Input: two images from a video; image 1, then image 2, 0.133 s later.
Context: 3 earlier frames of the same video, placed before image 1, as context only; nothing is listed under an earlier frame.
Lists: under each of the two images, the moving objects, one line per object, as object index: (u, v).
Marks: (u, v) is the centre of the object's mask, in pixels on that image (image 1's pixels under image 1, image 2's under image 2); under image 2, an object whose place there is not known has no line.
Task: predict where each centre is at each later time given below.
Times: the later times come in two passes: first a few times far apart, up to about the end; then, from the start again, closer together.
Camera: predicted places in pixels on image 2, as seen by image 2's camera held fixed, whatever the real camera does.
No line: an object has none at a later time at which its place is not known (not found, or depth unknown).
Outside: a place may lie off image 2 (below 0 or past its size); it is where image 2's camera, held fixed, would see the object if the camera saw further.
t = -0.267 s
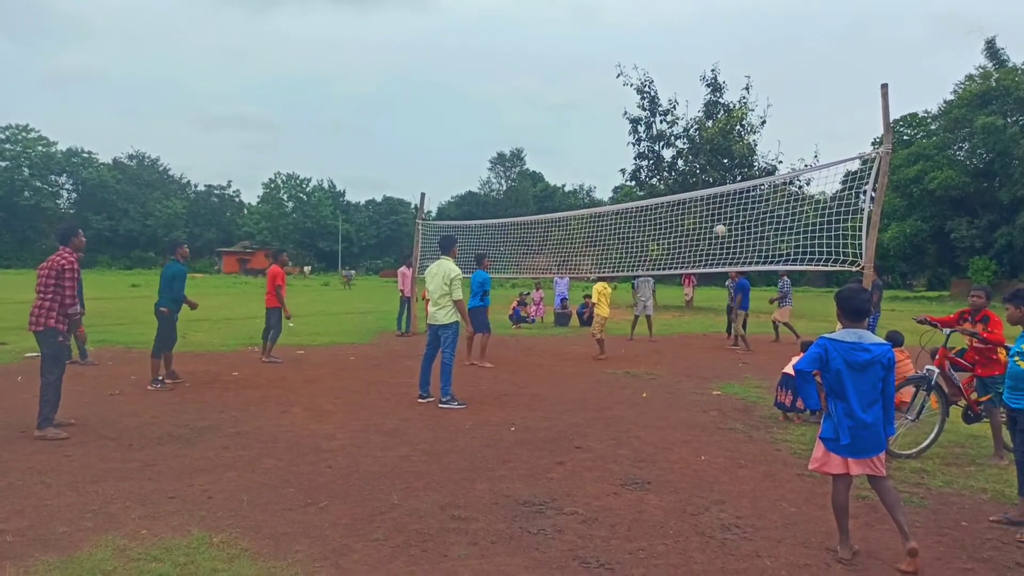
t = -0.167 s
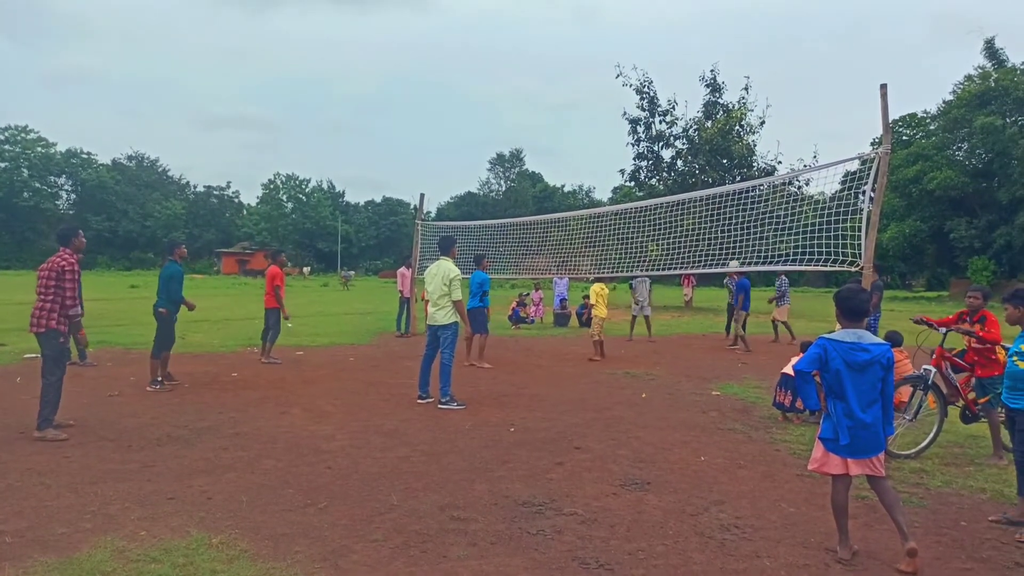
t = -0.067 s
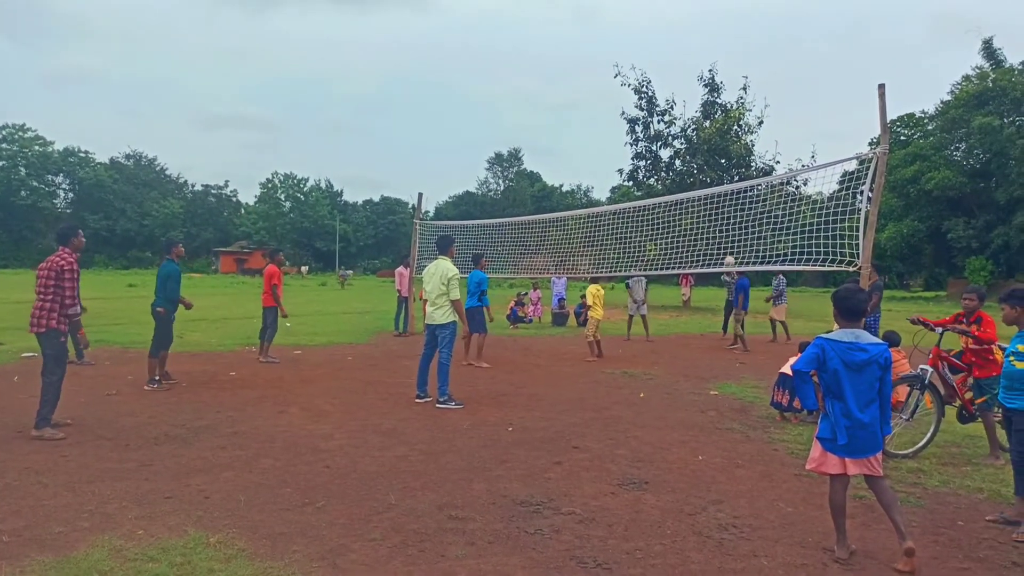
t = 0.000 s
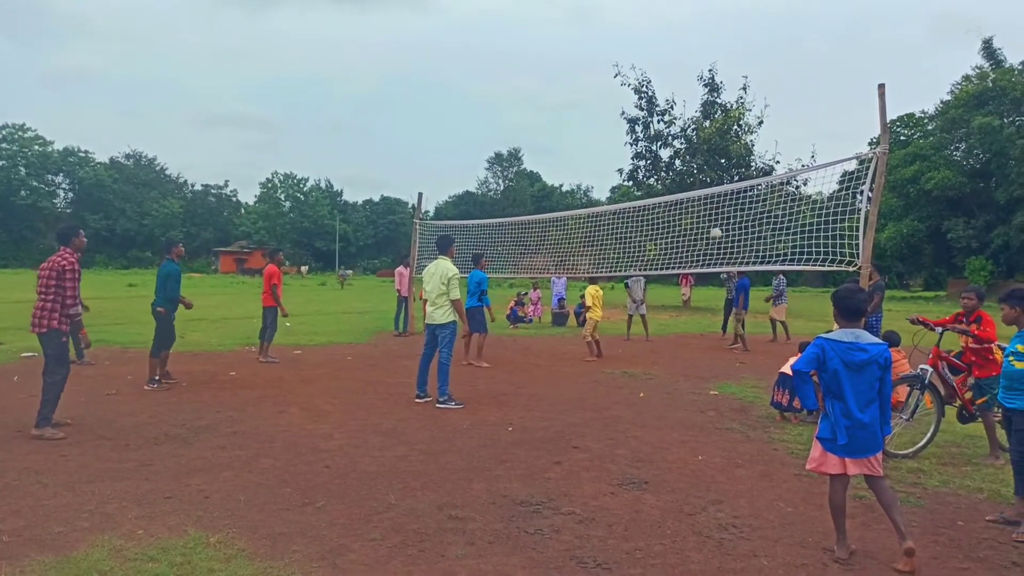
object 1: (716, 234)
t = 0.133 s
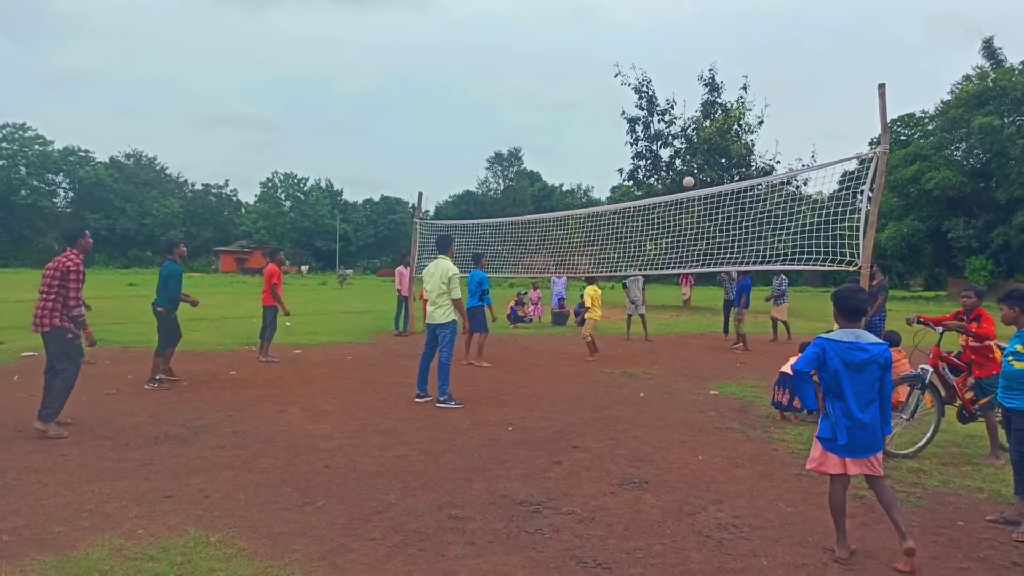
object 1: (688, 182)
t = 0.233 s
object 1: (667, 148)
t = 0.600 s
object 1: (576, 56)
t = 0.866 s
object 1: (500, 31)
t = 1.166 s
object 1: (397, 57)
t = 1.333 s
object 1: (332, 102)
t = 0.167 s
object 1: (681, 170)
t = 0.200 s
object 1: (673, 158)
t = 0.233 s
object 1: (667, 148)
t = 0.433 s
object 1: (619, 90)
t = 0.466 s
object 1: (611, 82)
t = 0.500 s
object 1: (602, 75)
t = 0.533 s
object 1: (594, 68)
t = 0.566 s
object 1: (585, 62)
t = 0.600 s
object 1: (576, 56)
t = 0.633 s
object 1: (567, 51)
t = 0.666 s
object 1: (558, 46)
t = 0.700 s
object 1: (549, 42)
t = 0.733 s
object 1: (539, 38)
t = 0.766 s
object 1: (529, 36)
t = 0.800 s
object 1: (520, 34)
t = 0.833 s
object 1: (510, 32)
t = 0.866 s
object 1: (500, 31)
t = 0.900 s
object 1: (489, 31)
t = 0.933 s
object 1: (478, 31)
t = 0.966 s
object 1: (468, 32)
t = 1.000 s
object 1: (456, 35)
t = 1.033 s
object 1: (445, 37)
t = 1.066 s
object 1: (433, 41)
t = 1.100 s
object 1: (422, 45)
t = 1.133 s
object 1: (410, 51)
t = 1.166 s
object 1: (397, 57)
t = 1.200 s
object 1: (385, 65)
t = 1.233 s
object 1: (373, 73)
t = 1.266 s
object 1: (360, 82)
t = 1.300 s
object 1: (346, 91)
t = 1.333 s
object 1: (332, 102)
